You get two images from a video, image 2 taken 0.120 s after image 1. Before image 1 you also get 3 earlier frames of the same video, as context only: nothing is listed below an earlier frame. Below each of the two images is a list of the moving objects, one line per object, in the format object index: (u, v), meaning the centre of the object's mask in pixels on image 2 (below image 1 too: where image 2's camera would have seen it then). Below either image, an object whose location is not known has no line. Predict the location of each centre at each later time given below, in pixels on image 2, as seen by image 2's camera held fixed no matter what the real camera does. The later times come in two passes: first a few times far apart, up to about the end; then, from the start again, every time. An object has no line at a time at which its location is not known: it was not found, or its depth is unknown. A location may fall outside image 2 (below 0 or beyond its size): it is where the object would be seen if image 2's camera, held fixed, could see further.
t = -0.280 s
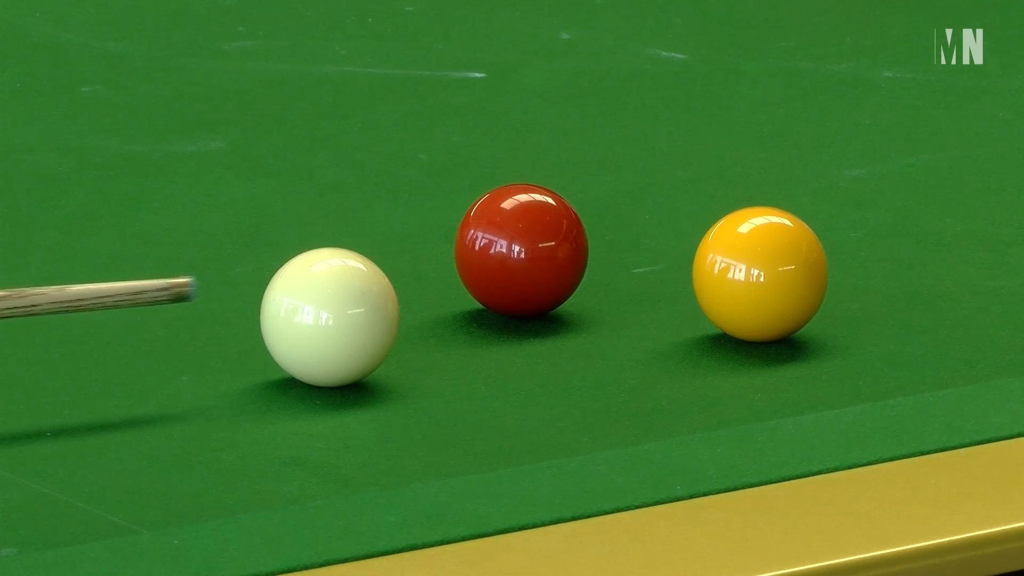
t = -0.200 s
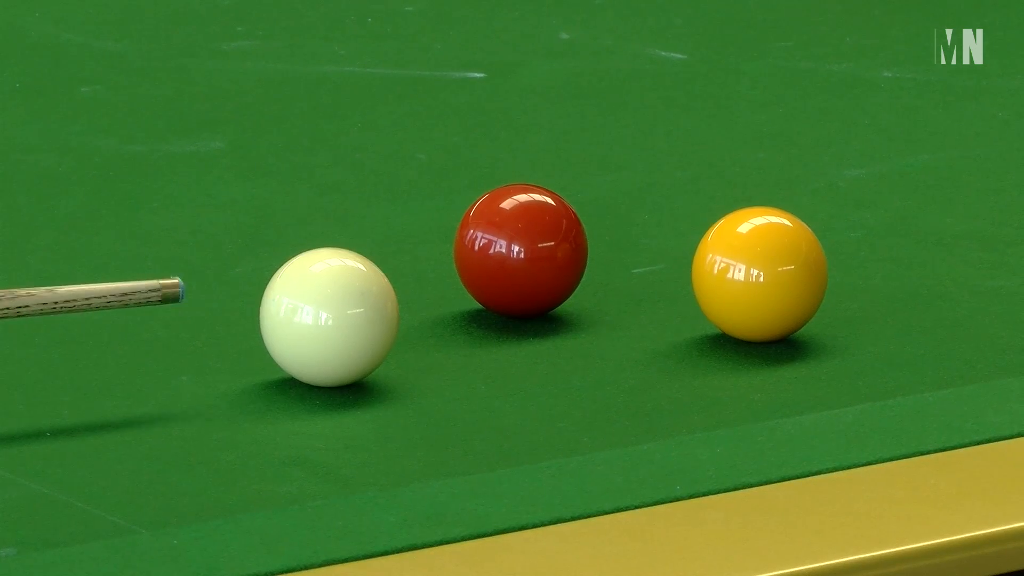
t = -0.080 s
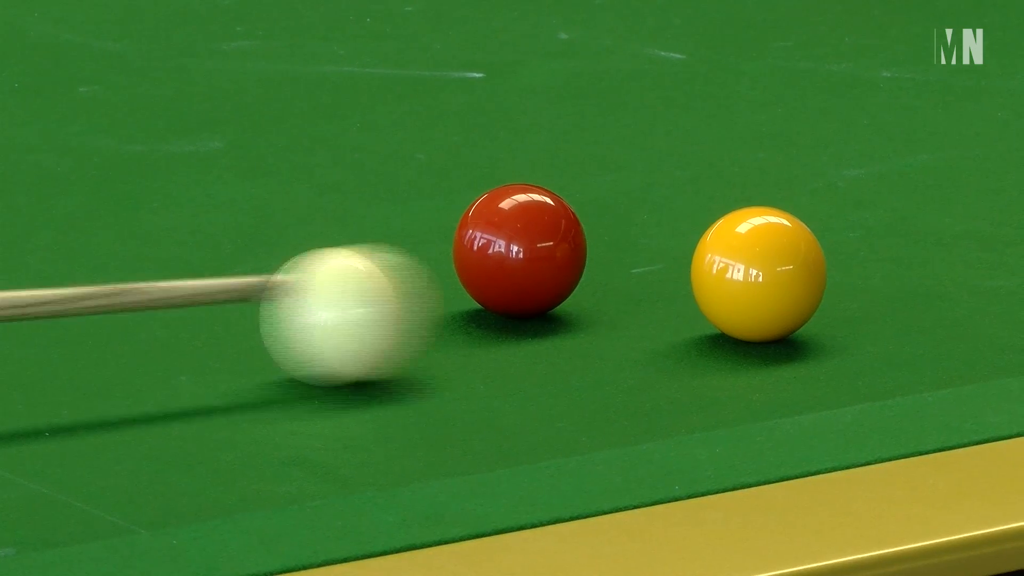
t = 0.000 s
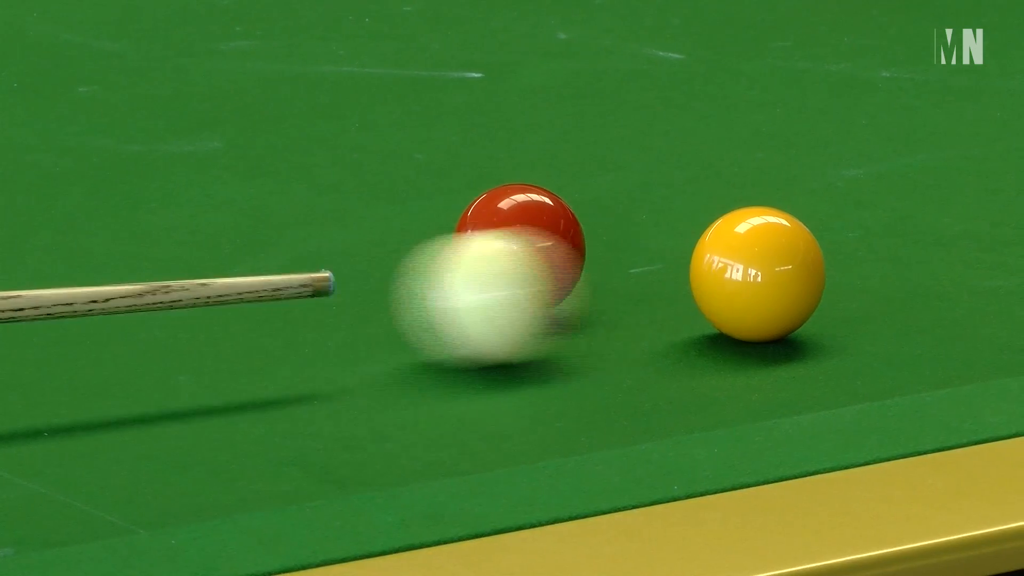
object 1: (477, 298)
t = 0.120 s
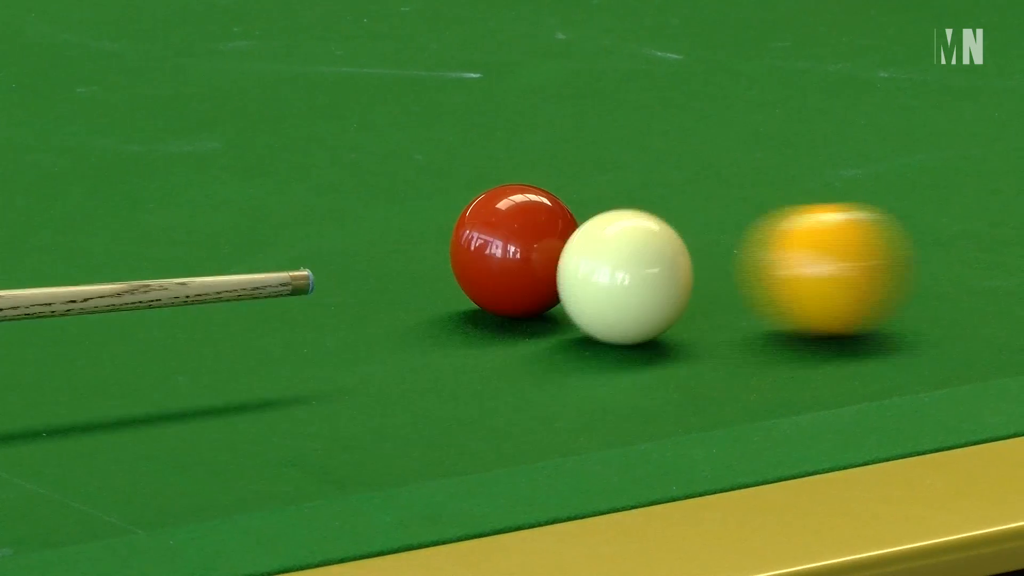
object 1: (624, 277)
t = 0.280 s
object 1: (660, 259)
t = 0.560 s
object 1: (718, 231)
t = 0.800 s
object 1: (761, 211)
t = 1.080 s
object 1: (805, 192)
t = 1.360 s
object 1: (843, 175)
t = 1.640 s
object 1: (870, 165)
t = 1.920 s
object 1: (891, 158)
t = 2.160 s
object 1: (900, 154)
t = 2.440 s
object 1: (901, 154)
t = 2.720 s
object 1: (901, 154)
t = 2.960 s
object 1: (901, 154)
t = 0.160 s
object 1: (631, 272)
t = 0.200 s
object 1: (641, 268)
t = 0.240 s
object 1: (650, 263)
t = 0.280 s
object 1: (660, 259)
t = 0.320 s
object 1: (669, 254)
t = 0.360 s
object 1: (678, 250)
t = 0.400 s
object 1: (686, 246)
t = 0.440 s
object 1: (695, 242)
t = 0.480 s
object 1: (703, 238)
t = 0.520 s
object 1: (710, 234)
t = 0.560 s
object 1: (718, 231)
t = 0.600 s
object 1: (725, 227)
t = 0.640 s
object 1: (733, 224)
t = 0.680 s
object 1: (740, 220)
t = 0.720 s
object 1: (747, 217)
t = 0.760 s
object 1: (755, 214)
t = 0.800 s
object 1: (761, 211)
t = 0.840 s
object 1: (768, 208)
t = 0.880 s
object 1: (774, 205)
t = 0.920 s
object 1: (780, 202)
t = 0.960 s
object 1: (787, 199)
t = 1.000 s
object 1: (793, 197)
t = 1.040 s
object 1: (799, 194)
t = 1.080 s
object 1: (805, 192)
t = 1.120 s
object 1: (810, 189)
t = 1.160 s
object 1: (815, 187)
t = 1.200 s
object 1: (820, 184)
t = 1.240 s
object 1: (825, 182)
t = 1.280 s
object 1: (830, 180)
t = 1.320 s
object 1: (839, 177)
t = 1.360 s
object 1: (843, 175)
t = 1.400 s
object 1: (848, 174)
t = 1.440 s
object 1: (852, 172)
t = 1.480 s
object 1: (856, 170)
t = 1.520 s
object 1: (860, 169)
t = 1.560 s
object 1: (864, 167)
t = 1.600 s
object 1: (867, 166)
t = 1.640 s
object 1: (870, 165)
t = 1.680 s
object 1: (873, 163)
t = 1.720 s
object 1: (877, 162)
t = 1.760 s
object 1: (880, 161)
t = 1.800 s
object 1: (883, 160)
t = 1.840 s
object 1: (886, 159)
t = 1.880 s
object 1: (888, 158)
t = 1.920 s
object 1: (891, 158)
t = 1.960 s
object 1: (893, 157)
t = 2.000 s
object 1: (895, 156)
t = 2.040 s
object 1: (897, 155)
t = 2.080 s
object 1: (898, 155)
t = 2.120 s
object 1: (899, 154)
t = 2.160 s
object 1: (900, 154)
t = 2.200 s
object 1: (901, 154)
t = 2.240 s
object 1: (902, 154)
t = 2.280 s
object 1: (902, 154)
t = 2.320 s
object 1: (902, 153)
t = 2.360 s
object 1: (902, 154)
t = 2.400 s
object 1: (901, 154)
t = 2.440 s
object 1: (901, 154)
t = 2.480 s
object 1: (901, 154)
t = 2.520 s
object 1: (901, 154)
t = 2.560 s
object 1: (901, 154)
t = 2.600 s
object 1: (901, 154)
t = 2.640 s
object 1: (901, 154)
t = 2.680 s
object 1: (901, 154)
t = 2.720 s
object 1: (901, 154)
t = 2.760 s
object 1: (901, 154)
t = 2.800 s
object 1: (901, 154)
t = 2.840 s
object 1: (901, 154)
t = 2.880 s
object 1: (900, 154)
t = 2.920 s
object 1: (901, 154)
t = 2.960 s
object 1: (901, 154)
